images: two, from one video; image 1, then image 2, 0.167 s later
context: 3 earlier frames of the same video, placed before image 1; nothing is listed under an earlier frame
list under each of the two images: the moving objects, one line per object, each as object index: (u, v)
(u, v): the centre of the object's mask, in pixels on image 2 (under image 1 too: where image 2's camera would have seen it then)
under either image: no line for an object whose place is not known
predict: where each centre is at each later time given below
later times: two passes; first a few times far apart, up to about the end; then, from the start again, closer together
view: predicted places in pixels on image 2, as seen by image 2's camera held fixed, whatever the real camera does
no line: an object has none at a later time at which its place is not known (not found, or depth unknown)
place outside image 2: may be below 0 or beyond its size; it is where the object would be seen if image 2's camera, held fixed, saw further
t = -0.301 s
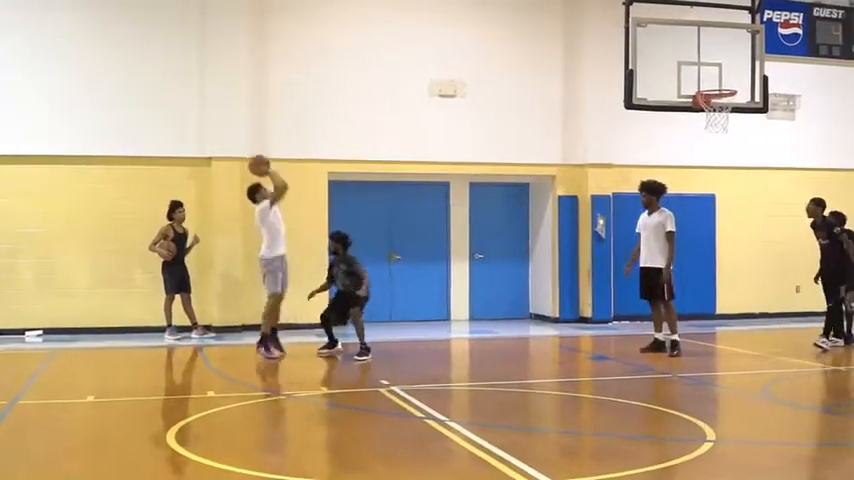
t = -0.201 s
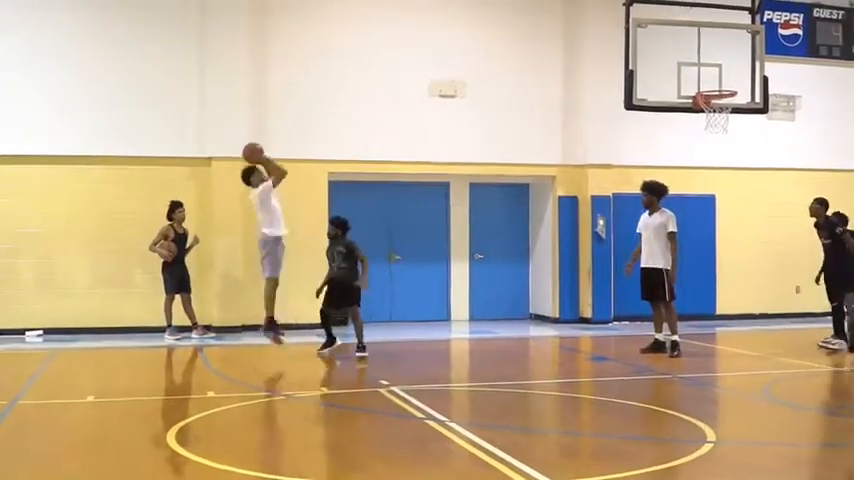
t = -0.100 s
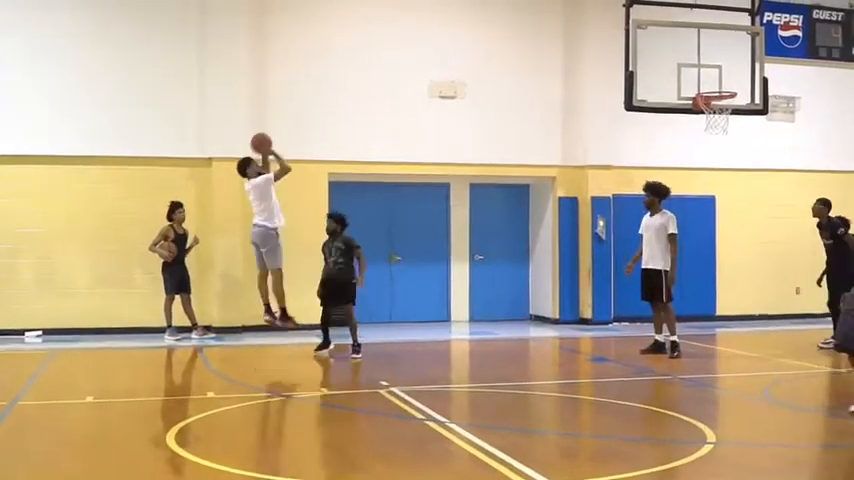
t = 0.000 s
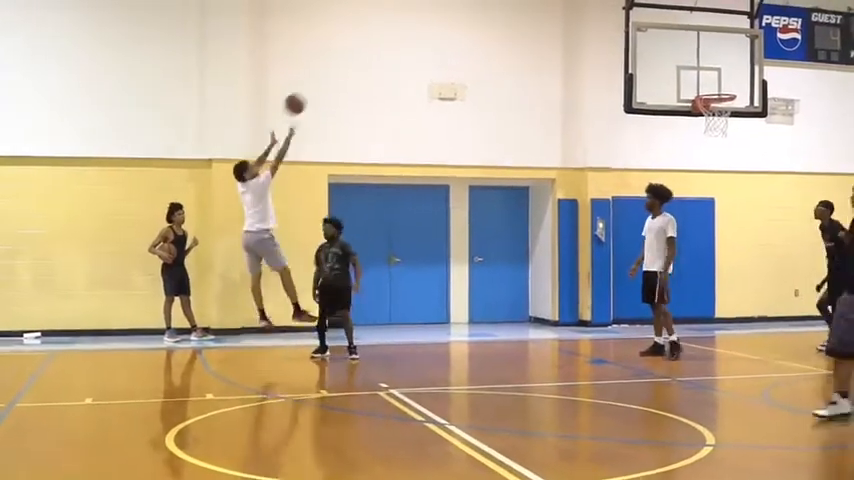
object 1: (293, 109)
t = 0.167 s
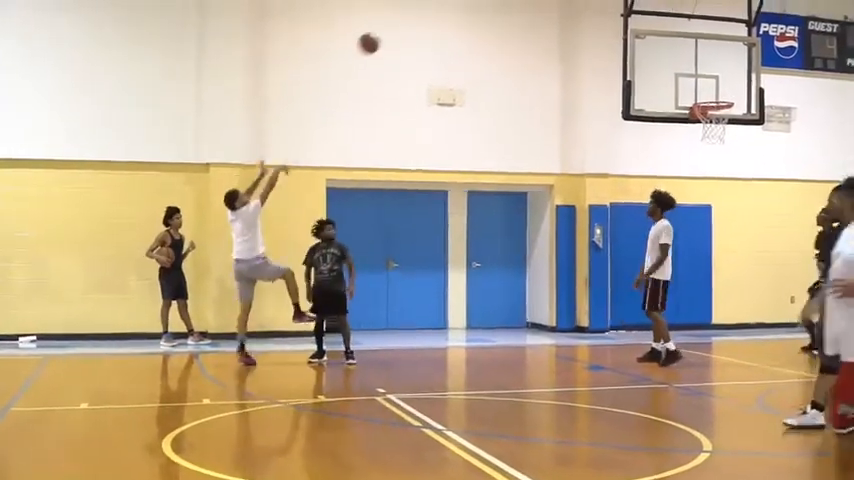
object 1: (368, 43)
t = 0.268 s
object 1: (412, 17)
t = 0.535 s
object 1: (525, -10)
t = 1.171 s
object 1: (710, 140)
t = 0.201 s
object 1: (383, 33)
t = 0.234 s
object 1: (398, 25)
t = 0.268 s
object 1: (412, 17)
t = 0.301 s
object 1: (427, 10)
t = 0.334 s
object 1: (441, 4)
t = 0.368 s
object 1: (456, 0)
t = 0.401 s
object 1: (470, -3)
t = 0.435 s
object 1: (484, -5)
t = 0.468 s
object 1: (498, -8)
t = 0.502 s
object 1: (512, -10)
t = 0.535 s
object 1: (525, -10)
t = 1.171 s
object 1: (710, 140)
